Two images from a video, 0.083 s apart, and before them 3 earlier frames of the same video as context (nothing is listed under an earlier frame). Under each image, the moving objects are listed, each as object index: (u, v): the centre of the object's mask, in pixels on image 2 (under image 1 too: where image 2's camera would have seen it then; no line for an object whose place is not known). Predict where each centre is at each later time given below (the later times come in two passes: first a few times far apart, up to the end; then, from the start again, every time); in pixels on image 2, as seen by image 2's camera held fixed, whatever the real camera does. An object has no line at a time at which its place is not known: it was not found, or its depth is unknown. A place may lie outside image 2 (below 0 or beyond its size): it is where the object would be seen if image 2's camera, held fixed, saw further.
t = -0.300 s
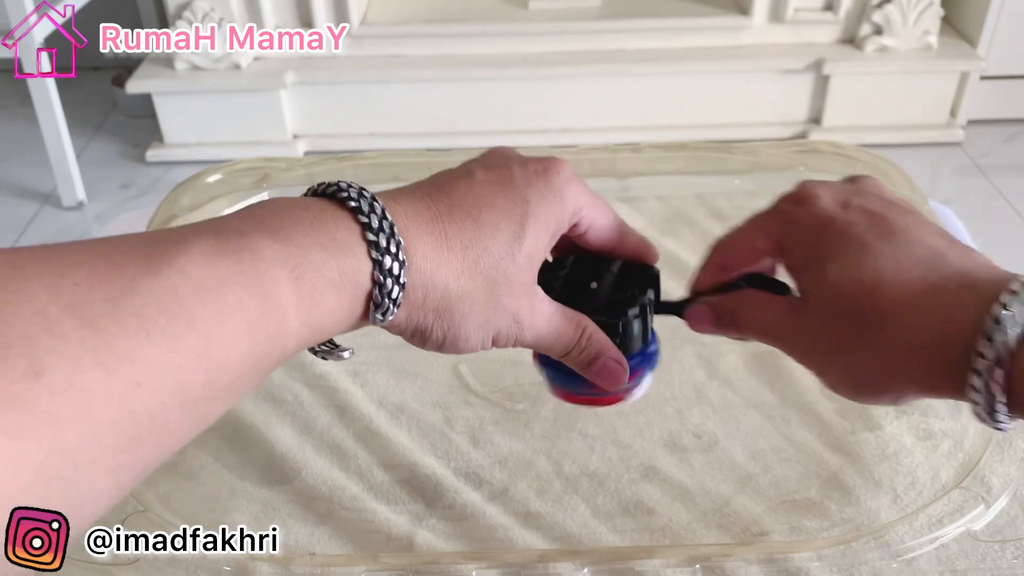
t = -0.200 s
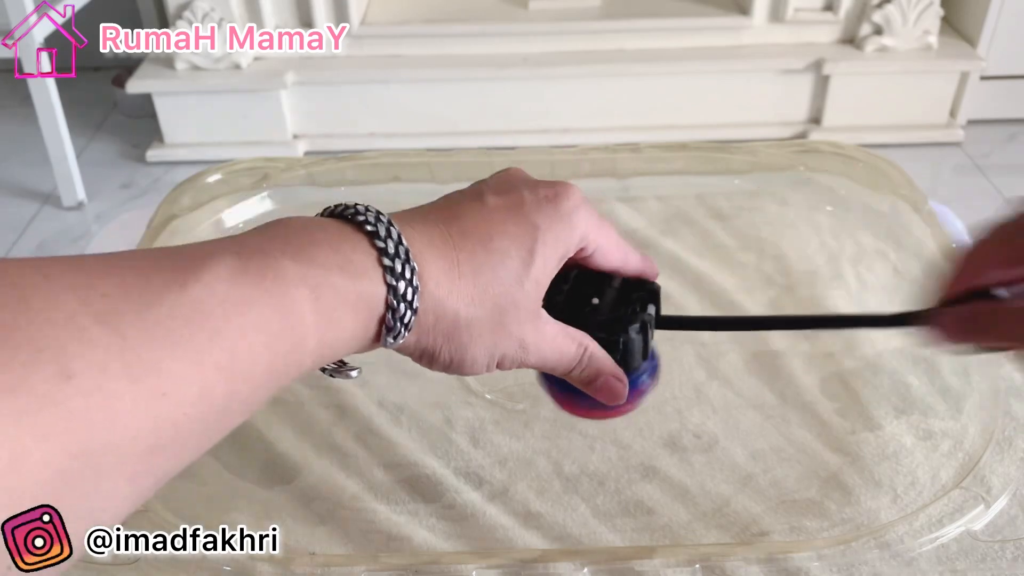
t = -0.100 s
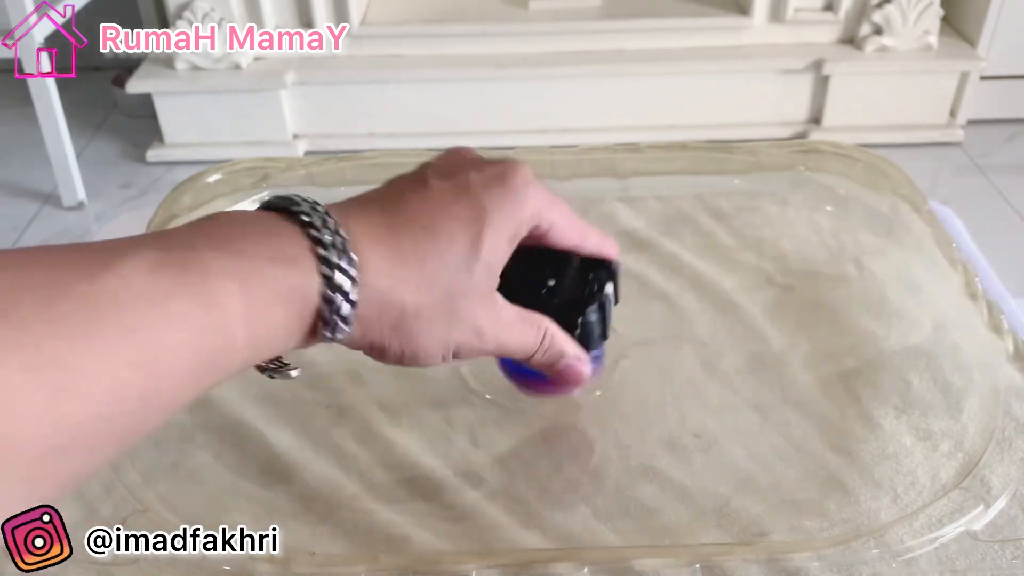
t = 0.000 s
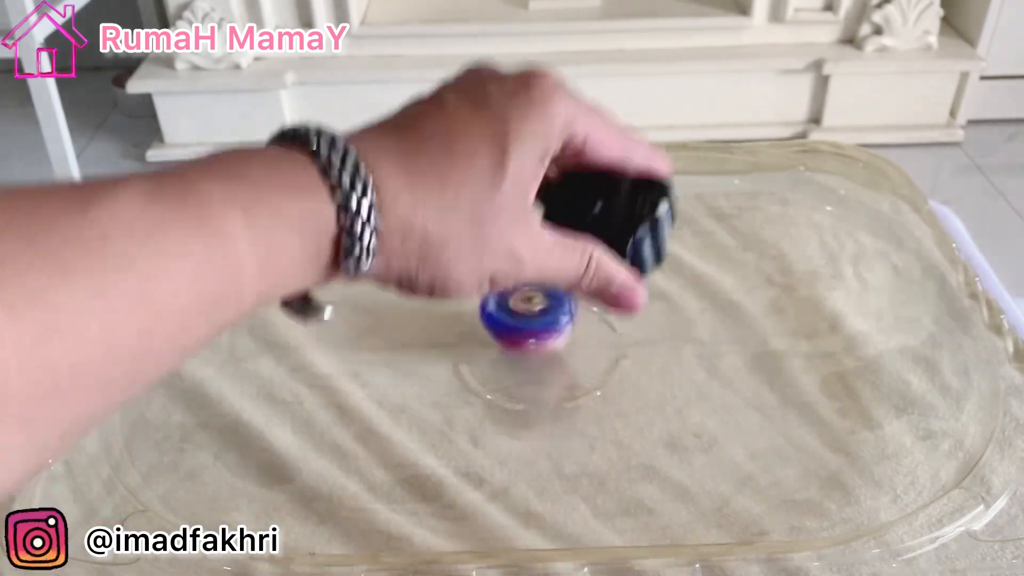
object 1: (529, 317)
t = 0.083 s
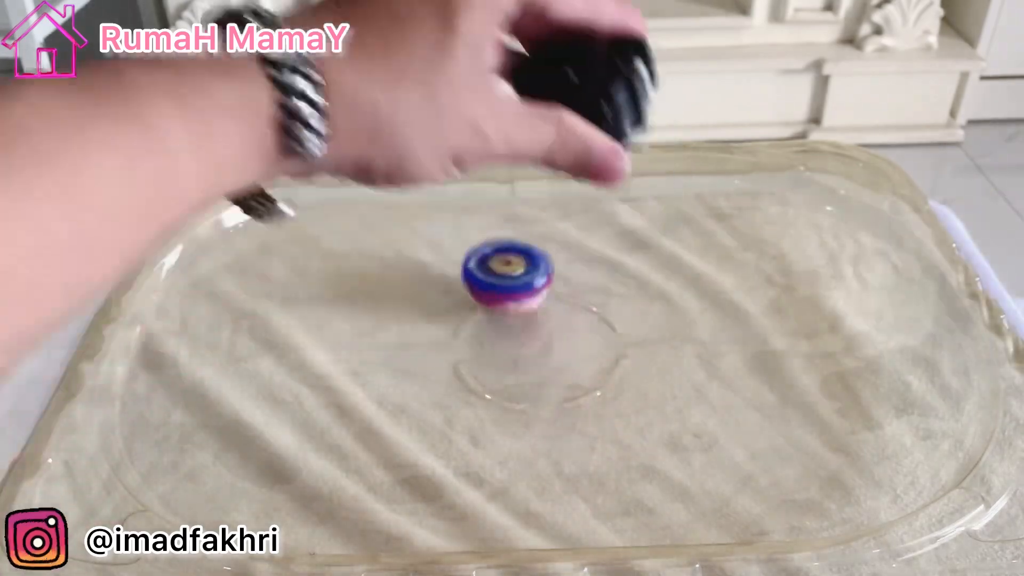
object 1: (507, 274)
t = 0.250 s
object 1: (444, 241)
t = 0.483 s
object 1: (324, 226)
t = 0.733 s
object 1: (248, 284)
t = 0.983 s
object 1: (340, 360)
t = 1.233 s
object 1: (555, 372)
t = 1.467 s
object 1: (705, 340)
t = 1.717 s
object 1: (772, 248)
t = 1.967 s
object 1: (723, 187)
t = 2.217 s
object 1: (629, 189)
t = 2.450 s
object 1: (523, 234)
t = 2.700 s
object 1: (419, 325)
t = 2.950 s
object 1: (434, 422)
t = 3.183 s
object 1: (487, 495)
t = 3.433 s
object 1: (601, 436)
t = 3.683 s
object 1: (616, 334)
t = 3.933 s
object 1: (560, 259)
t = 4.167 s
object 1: (485, 219)
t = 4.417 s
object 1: (405, 206)
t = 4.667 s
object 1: (339, 244)
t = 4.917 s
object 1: (351, 329)
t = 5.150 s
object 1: (474, 388)
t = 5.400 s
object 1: (640, 395)
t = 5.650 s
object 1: (760, 355)
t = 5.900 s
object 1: (759, 283)
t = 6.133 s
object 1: (664, 240)
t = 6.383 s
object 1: (536, 245)
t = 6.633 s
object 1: (416, 286)
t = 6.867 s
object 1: (341, 344)
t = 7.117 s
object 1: (336, 407)
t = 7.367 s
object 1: (407, 410)
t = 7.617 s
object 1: (519, 369)
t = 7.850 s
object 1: (562, 312)
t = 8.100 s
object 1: (585, 257)
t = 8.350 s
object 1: (571, 218)
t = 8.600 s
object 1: (553, 214)
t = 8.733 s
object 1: (540, 227)
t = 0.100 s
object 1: (503, 266)
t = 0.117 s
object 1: (498, 260)
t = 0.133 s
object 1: (494, 258)
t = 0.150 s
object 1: (490, 259)
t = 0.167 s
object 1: (484, 255)
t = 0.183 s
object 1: (477, 251)
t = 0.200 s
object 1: (470, 249)
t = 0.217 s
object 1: (462, 246)
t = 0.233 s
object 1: (453, 243)
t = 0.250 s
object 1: (444, 241)
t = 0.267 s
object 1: (436, 238)
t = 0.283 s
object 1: (427, 236)
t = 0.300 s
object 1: (419, 235)
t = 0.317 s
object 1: (410, 233)
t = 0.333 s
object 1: (401, 232)
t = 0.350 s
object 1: (393, 230)
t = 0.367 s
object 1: (384, 228)
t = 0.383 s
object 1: (376, 227)
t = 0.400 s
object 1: (367, 225)
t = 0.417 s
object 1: (359, 225)
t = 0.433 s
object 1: (351, 224)
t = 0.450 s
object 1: (342, 225)
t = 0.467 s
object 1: (333, 224)
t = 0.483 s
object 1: (324, 226)
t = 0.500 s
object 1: (316, 227)
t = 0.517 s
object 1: (308, 228)
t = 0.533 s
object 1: (300, 231)
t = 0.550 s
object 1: (293, 233)
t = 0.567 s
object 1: (287, 236)
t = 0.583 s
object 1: (280, 239)
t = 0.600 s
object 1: (275, 243)
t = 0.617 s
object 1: (269, 246)
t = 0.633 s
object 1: (265, 251)
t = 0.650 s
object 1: (260, 255)
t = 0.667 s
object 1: (257, 261)
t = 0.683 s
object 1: (253, 266)
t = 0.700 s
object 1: (250, 272)
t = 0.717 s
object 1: (249, 277)
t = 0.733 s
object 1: (248, 284)
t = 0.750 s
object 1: (248, 288)
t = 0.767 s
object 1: (250, 295)
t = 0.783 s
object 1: (251, 300)
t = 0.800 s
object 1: (253, 307)
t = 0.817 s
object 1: (256, 312)
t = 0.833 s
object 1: (261, 318)
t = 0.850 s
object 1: (265, 323)
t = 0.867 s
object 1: (271, 329)
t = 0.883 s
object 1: (278, 334)
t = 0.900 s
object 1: (286, 339)
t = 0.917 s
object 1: (295, 344)
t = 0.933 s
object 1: (306, 349)
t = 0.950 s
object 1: (318, 353)
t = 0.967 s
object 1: (329, 357)
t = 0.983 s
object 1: (340, 360)
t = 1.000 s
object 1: (353, 363)
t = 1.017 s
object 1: (365, 367)
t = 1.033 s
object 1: (379, 369)
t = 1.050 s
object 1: (393, 371)
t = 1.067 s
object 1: (407, 372)
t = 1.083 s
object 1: (422, 373)
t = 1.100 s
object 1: (437, 374)
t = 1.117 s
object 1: (453, 375)
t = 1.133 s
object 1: (469, 375)
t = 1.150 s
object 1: (485, 374)
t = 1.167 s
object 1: (500, 375)
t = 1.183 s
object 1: (516, 372)
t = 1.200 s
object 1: (530, 371)
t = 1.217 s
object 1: (542, 373)
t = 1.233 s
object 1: (555, 372)
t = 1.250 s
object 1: (567, 371)
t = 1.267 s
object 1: (578, 369)
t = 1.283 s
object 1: (589, 370)
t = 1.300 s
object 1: (598, 370)
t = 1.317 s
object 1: (609, 369)
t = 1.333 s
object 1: (618, 368)
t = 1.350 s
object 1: (629, 366)
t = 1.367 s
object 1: (640, 363)
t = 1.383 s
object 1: (650, 360)
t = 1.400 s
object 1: (661, 356)
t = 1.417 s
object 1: (672, 352)
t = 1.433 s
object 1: (682, 348)
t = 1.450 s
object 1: (695, 344)
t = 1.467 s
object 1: (705, 340)
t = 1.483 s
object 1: (714, 335)
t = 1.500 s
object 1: (724, 330)
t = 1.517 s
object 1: (733, 324)
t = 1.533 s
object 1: (741, 318)
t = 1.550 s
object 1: (748, 312)
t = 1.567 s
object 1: (753, 306)
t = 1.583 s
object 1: (759, 299)
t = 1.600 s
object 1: (765, 293)
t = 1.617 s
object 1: (768, 286)
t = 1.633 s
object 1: (770, 279)
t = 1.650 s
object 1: (771, 273)
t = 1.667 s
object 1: (773, 267)
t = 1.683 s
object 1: (774, 260)
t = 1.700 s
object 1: (773, 254)
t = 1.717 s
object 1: (772, 248)
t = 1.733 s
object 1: (771, 241)
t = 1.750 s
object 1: (768, 235)
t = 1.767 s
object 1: (764, 229)
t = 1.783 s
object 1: (761, 223)
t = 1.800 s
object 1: (759, 218)
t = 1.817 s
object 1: (755, 213)
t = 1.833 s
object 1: (752, 209)
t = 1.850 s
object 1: (748, 205)
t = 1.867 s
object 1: (745, 201)
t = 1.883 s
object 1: (742, 198)
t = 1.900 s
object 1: (739, 196)
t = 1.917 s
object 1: (735, 193)
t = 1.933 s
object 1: (731, 191)
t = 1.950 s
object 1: (727, 189)
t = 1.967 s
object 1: (723, 187)
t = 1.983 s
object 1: (719, 186)
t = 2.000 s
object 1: (715, 185)
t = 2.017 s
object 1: (712, 185)
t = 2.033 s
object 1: (708, 184)
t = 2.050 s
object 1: (704, 183)
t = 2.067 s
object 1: (699, 183)
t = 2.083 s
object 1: (693, 183)
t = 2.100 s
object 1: (687, 183)
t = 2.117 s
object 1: (680, 183)
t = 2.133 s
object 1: (671, 184)
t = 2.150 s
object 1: (663, 184)
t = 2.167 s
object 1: (655, 185)
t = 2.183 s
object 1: (647, 186)
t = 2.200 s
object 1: (637, 187)
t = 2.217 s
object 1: (629, 189)
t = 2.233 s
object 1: (621, 191)
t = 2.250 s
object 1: (612, 193)
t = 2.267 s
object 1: (604, 195)
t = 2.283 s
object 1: (595, 198)
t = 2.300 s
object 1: (588, 200)
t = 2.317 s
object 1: (579, 203)
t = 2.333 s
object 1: (571, 206)
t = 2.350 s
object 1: (564, 210)
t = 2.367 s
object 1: (557, 212)
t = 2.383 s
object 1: (549, 216)
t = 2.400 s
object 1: (542, 220)
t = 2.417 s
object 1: (536, 225)
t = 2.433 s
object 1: (530, 229)
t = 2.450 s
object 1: (523, 234)
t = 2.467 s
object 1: (517, 238)
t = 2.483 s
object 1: (510, 244)
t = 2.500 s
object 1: (503, 250)
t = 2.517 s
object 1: (496, 255)
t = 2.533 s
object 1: (488, 261)
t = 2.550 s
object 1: (481, 268)
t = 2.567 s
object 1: (474, 275)
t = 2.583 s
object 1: (467, 281)
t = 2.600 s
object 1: (459, 284)
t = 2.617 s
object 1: (452, 291)
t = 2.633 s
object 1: (444, 297)
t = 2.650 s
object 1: (436, 304)
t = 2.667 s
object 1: (429, 311)
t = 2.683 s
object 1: (425, 318)
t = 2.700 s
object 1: (419, 325)
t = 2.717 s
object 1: (415, 332)
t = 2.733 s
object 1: (411, 339)
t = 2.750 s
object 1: (409, 345)
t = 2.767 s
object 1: (407, 351)
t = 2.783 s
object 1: (406, 358)
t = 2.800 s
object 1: (407, 365)
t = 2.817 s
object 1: (407, 371)
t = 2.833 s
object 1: (408, 378)
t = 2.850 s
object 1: (412, 385)
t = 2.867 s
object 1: (415, 392)
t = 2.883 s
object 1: (417, 398)
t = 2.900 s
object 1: (422, 405)
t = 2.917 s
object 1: (426, 411)
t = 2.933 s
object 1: (430, 417)
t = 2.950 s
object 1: (434, 422)
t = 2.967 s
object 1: (439, 428)
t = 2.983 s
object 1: (442, 434)
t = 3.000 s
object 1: (442, 441)
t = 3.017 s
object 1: (443, 448)
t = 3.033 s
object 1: (444, 454)
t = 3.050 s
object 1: (444, 460)
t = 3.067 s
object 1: (445, 466)
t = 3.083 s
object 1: (448, 471)
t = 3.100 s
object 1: (451, 478)
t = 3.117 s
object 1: (456, 483)
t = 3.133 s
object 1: (462, 486)
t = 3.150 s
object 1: (469, 492)
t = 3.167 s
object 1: (477, 495)
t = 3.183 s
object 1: (487, 495)
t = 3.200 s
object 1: (498, 494)
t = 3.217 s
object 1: (508, 492)
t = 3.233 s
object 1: (518, 490)
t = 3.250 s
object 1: (529, 488)
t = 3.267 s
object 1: (537, 485)
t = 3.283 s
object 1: (545, 482)
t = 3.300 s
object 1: (554, 479)
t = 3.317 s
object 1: (561, 475)
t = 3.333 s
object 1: (568, 471)
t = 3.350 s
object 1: (576, 465)
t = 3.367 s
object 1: (582, 461)
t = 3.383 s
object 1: (587, 455)
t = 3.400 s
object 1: (593, 449)
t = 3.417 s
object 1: (597, 443)
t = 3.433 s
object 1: (601, 436)
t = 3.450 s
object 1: (606, 429)
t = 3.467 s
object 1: (608, 423)
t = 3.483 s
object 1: (611, 416)
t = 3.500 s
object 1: (614, 409)
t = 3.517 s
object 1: (616, 402)
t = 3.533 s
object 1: (618, 394)
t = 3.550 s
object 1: (619, 386)
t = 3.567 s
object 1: (619, 379)
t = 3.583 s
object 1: (618, 372)
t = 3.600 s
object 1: (618, 365)
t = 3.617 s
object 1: (618, 358)
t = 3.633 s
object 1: (616, 350)
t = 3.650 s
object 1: (617, 343)
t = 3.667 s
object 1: (617, 339)
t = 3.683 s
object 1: (616, 334)
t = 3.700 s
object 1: (613, 328)
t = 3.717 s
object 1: (611, 322)
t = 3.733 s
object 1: (608, 316)
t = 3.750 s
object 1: (606, 310)
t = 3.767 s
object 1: (604, 304)
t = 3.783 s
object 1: (601, 298)
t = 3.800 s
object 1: (597, 293)
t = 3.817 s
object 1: (594, 288)
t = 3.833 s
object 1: (590, 283)
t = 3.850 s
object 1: (586, 278)
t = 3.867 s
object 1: (583, 273)
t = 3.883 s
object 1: (576, 268)
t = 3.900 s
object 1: (571, 264)
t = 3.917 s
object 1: (565, 263)
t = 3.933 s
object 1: (560, 259)
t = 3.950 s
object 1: (556, 257)
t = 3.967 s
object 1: (551, 253)
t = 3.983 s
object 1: (546, 250)
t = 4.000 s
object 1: (541, 247)
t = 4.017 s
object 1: (535, 244)
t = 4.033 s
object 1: (529, 241)
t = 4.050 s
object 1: (523, 238)
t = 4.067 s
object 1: (517, 235)
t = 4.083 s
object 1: (511, 232)
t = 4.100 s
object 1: (506, 230)
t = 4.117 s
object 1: (500, 228)
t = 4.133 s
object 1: (496, 225)
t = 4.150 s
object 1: (491, 222)
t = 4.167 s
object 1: (485, 219)
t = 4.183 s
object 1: (480, 218)
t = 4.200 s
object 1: (475, 216)
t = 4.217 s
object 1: (469, 214)
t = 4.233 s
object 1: (464, 212)
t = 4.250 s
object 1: (459, 211)
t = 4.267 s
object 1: (453, 210)
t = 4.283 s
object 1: (448, 208)
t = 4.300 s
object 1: (443, 208)
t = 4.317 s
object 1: (438, 206)
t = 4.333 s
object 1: (433, 206)
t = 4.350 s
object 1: (427, 206)
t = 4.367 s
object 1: (422, 206)
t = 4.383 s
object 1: (417, 206)
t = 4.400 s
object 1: (411, 206)
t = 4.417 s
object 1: (405, 206)
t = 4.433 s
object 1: (401, 208)
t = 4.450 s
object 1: (395, 208)
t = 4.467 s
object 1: (391, 209)
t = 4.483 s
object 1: (386, 211)
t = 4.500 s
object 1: (381, 213)
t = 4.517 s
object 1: (378, 214)
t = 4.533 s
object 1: (373, 217)
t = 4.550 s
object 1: (368, 219)
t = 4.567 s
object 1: (365, 221)
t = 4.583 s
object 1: (360, 224)
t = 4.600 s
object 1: (356, 227)
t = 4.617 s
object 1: (352, 231)
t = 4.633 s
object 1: (347, 235)
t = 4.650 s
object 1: (343, 239)
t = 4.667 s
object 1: (339, 244)
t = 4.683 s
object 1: (336, 249)
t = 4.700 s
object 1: (334, 254)
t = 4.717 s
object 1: (330, 259)
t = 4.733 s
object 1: (330, 265)
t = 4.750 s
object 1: (329, 271)
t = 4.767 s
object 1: (328, 276)
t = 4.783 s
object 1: (328, 281)
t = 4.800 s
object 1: (329, 288)
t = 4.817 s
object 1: (330, 293)
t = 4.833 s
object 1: (333, 299)
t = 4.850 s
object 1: (336, 306)
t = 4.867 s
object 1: (339, 311)
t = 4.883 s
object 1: (343, 317)
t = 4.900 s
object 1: (346, 322)
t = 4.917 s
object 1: (351, 329)
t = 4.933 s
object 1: (356, 335)
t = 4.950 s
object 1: (362, 340)
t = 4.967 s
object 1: (369, 345)
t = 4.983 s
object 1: (376, 350)
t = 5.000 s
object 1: (385, 354)
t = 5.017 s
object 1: (393, 359)
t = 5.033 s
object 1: (401, 362)
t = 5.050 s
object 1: (412, 367)
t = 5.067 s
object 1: (421, 371)
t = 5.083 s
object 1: (431, 374)
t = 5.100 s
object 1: (441, 378)
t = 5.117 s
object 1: (451, 381)
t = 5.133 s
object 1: (463, 384)
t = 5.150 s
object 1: (474, 388)
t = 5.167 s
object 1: (486, 390)
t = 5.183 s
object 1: (497, 392)
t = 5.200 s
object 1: (509, 395)
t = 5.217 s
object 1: (522, 397)
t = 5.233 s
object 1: (532, 399)
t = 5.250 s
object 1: (545, 400)
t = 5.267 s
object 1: (556, 401)
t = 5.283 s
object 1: (567, 400)
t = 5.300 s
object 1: (579, 401)
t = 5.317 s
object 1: (589, 401)
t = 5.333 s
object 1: (600, 400)
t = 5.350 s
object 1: (610, 399)
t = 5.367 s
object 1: (620, 397)
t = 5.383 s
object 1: (631, 396)
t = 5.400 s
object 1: (640, 395)
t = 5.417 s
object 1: (650, 393)
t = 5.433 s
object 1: (660, 391)
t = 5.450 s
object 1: (669, 388)
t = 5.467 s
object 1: (678, 386)
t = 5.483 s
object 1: (686, 384)
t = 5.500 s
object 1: (696, 381)
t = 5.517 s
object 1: (704, 379)
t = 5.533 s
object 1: (712, 376)
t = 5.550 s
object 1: (721, 374)
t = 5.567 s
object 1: (729, 372)
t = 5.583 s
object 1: (737, 370)
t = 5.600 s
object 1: (743, 366)
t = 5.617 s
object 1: (750, 362)
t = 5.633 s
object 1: (755, 359)
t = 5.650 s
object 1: (760, 355)
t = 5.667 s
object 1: (766, 351)
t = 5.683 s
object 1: (768, 347)
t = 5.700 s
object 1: (772, 342)
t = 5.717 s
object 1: (775, 337)
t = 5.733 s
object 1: (776, 332)
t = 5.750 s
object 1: (777, 327)
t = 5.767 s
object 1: (777, 321)
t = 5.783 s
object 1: (777, 317)
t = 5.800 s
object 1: (775, 312)
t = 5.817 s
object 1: (774, 306)
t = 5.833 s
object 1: (772, 302)
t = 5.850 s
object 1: (770, 297)
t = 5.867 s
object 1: (767, 292)
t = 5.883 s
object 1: (763, 287)
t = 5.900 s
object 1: (759, 283)
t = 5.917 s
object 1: (754, 278)
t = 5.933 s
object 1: (748, 273)
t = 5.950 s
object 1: (742, 269)
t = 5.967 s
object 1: (737, 265)
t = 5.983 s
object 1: (731, 262)
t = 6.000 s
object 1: (723, 258)
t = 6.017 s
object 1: (717, 256)
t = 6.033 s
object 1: (710, 252)
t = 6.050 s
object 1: (703, 250)
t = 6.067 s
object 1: (695, 247)
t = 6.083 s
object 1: (688, 245)
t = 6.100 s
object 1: (680, 243)
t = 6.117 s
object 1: (671, 241)
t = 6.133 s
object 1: (664, 240)
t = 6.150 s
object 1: (656, 239)
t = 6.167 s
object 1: (647, 238)
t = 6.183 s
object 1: (639, 238)
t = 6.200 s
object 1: (631, 237)
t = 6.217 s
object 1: (623, 237)
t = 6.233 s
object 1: (614, 237)
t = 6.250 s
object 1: (606, 238)
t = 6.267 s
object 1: (597, 237)
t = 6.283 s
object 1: (588, 238)
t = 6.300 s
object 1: (580, 239)
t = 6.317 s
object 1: (571, 240)
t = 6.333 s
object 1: (562, 241)
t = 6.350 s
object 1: (553, 242)
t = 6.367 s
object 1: (546, 244)
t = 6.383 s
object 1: (536, 245)
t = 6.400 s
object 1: (528, 247)
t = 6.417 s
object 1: (520, 249)
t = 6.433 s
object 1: (511, 251)
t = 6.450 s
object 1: (502, 254)
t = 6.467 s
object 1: (494, 256)
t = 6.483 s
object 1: (485, 259)
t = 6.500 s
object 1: (476, 261)
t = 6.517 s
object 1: (469, 264)
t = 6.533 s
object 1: (461, 267)
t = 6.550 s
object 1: (452, 270)
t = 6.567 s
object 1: (445, 273)
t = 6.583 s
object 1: (437, 276)
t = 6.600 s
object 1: (430, 280)
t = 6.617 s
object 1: (423, 283)
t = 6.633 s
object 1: (416, 286)
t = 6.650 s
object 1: (407, 290)
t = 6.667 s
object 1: (402, 293)
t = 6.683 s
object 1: (394, 297)
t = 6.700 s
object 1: (387, 300)
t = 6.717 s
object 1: (380, 305)
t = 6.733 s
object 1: (374, 308)
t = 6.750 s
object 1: (368, 313)
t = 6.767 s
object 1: (362, 317)
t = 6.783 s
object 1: (358, 321)
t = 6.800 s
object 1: (352, 325)
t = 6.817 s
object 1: (349, 330)
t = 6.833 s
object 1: (345, 334)
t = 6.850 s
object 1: (344, 340)
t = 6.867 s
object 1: (341, 344)
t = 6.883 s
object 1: (341, 349)
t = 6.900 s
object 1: (339, 354)
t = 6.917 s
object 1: (338, 358)
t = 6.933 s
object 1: (336, 363)
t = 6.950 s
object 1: (335, 368)
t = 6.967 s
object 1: (334, 372)
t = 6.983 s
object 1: (332, 377)
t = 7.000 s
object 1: (332, 381)
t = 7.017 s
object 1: (330, 385)
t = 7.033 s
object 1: (331, 390)
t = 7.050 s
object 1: (330, 393)
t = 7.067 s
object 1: (331, 397)
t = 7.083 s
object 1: (332, 401)
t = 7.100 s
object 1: (334, 403)
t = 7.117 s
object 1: (336, 407)
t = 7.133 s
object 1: (338, 408)
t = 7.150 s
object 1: (341, 411)
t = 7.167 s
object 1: (345, 413)
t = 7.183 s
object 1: (349, 414)
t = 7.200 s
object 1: (352, 415)
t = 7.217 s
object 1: (358, 416)
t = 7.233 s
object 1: (362, 416)
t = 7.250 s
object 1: (369, 416)
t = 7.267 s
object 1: (373, 415)
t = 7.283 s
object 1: (380, 415)
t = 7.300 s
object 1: (384, 414)
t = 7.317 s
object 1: (391, 413)
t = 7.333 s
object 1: (395, 412)
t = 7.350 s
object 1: (402, 411)
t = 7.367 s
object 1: (407, 410)
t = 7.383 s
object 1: (415, 408)
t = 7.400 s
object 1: (421, 406)
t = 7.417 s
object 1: (429, 405)
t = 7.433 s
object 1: (435, 403)
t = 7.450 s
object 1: (444, 400)
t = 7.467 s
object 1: (451, 398)
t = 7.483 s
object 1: (460, 396)
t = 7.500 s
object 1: (468, 394)
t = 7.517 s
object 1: (476, 391)
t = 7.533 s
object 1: (484, 389)
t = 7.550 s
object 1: (493, 386)
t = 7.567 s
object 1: (500, 383)
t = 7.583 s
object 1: (508, 379)
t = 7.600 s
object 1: (514, 375)
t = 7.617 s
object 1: (519, 369)
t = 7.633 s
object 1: (523, 366)
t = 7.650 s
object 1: (526, 365)
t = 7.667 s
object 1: (531, 363)
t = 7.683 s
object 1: (535, 359)
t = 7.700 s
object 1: (539, 355)
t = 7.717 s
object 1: (541, 350)
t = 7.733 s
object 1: (545, 345)
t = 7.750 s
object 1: (547, 339)
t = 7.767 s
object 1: (550, 335)
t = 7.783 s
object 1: (551, 329)
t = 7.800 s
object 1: (554, 325)
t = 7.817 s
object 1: (556, 320)
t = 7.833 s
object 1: (560, 316)
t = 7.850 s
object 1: (562, 312)
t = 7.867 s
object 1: (566, 309)
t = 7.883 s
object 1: (568, 304)
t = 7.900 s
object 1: (572, 300)
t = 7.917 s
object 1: (574, 295)
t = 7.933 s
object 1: (577, 291)
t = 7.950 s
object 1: (577, 287)
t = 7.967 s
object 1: (581, 283)
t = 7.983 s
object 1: (582, 278)
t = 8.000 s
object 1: (584, 275)
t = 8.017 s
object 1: (583, 269)
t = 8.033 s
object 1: (584, 267)
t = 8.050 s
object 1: (582, 266)
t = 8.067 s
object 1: (584, 263)
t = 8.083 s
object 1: (584, 259)
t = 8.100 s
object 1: (585, 257)
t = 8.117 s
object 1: (584, 253)
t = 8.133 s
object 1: (585, 249)
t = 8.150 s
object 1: (584, 245)
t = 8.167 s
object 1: (584, 243)
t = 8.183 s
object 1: (582, 239)
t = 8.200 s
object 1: (581, 237)
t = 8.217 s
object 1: (579, 234)
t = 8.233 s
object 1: (579, 232)
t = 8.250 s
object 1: (577, 229)
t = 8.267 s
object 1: (577, 228)
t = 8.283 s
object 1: (575, 225)
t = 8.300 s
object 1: (575, 223)
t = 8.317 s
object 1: (573, 221)
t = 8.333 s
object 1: (573, 220)
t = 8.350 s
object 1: (571, 218)
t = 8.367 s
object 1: (571, 217)
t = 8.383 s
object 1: (569, 216)
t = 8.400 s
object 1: (569, 215)
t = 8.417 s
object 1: (567, 214)
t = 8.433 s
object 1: (567, 213)
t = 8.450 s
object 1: (566, 213)
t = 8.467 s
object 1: (566, 212)
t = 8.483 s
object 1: (563, 211)
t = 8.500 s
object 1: (562, 211)
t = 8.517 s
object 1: (560, 211)
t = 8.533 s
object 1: (560, 211)
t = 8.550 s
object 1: (558, 212)
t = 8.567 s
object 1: (557, 212)
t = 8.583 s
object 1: (555, 212)
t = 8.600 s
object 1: (553, 214)
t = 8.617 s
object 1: (551, 214)
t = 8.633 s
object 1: (550, 216)
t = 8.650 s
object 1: (548, 217)
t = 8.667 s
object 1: (547, 219)
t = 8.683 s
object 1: (545, 220)
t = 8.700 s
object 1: (543, 223)
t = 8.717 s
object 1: (542, 225)
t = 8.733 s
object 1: (540, 227)
